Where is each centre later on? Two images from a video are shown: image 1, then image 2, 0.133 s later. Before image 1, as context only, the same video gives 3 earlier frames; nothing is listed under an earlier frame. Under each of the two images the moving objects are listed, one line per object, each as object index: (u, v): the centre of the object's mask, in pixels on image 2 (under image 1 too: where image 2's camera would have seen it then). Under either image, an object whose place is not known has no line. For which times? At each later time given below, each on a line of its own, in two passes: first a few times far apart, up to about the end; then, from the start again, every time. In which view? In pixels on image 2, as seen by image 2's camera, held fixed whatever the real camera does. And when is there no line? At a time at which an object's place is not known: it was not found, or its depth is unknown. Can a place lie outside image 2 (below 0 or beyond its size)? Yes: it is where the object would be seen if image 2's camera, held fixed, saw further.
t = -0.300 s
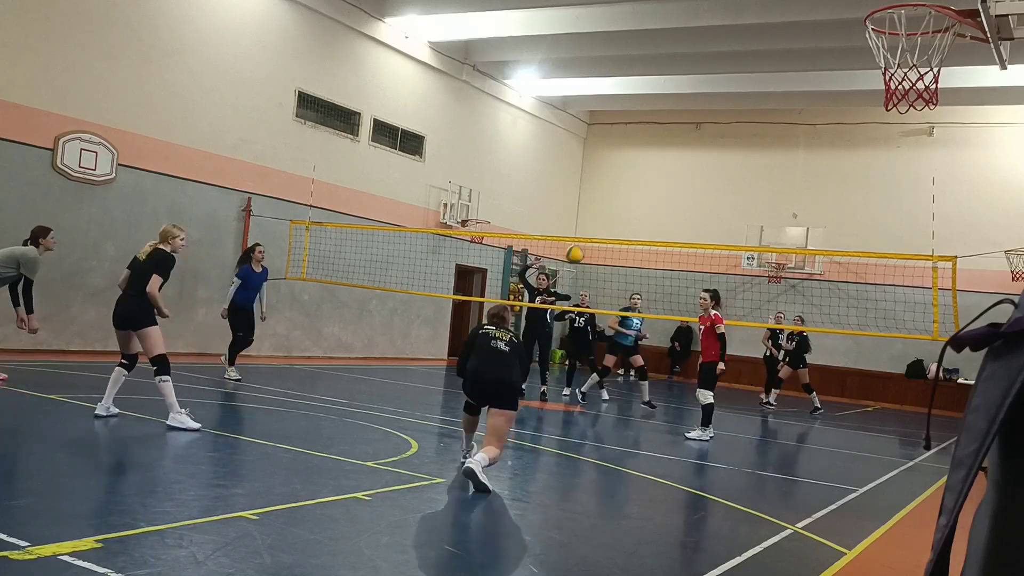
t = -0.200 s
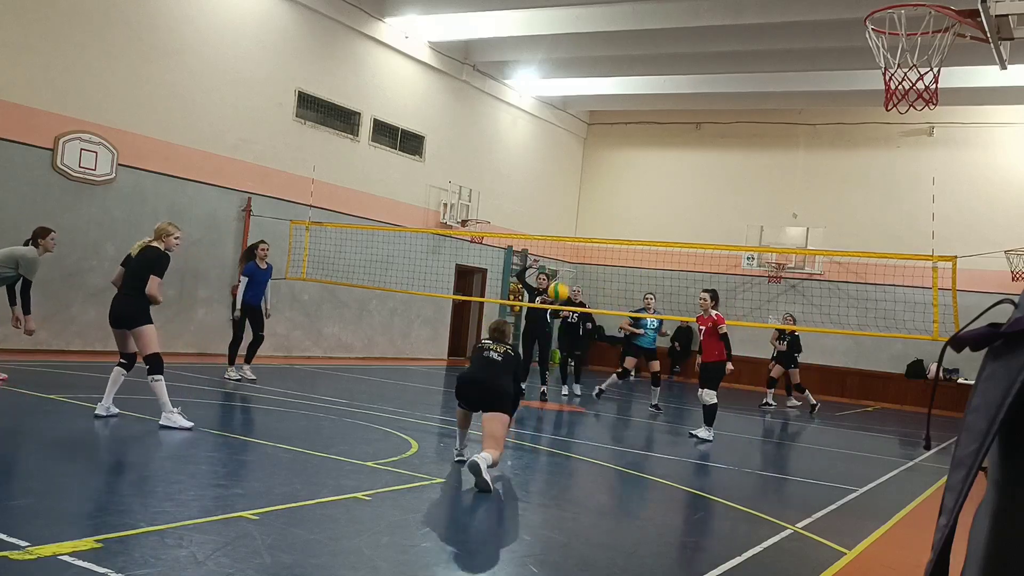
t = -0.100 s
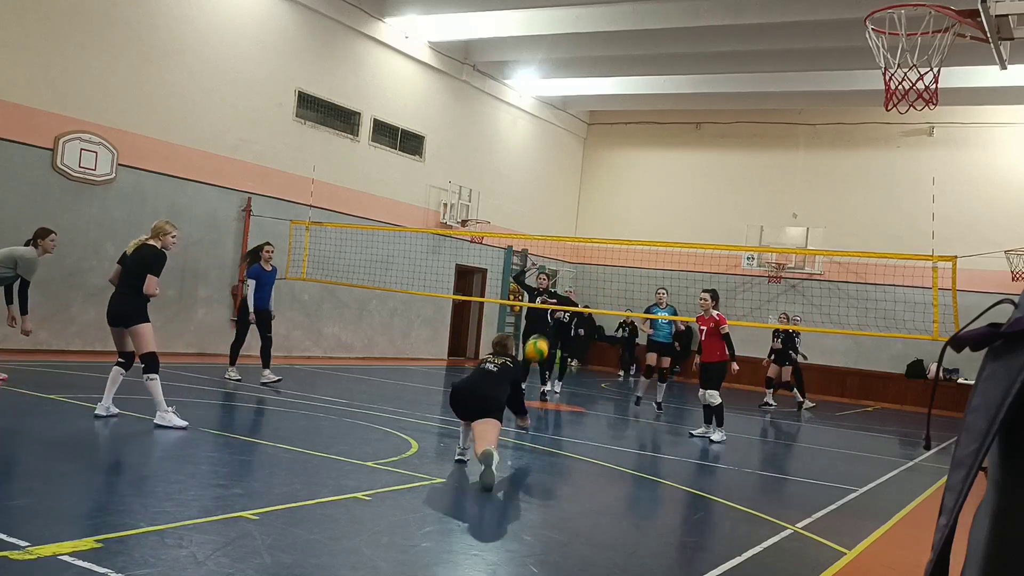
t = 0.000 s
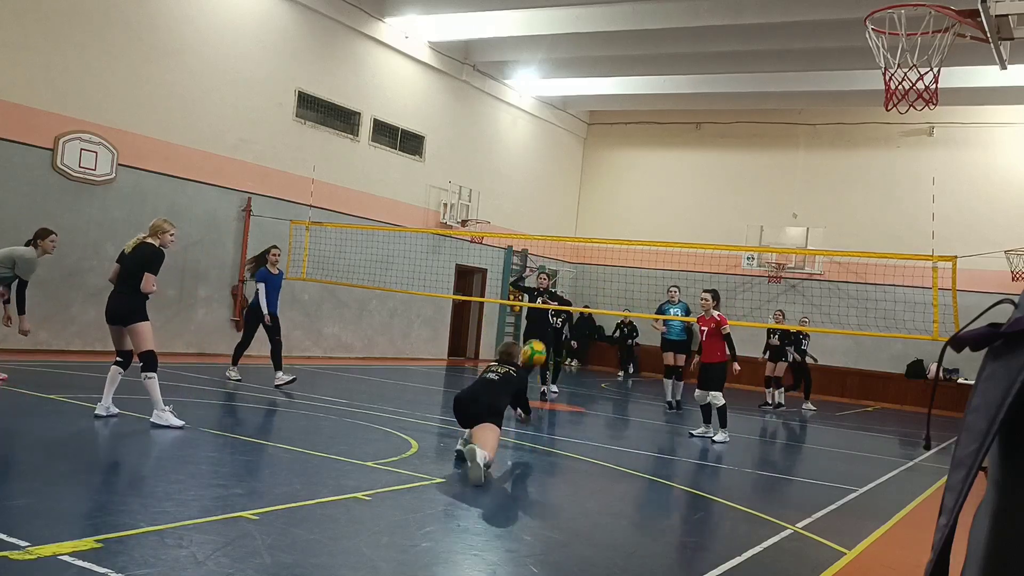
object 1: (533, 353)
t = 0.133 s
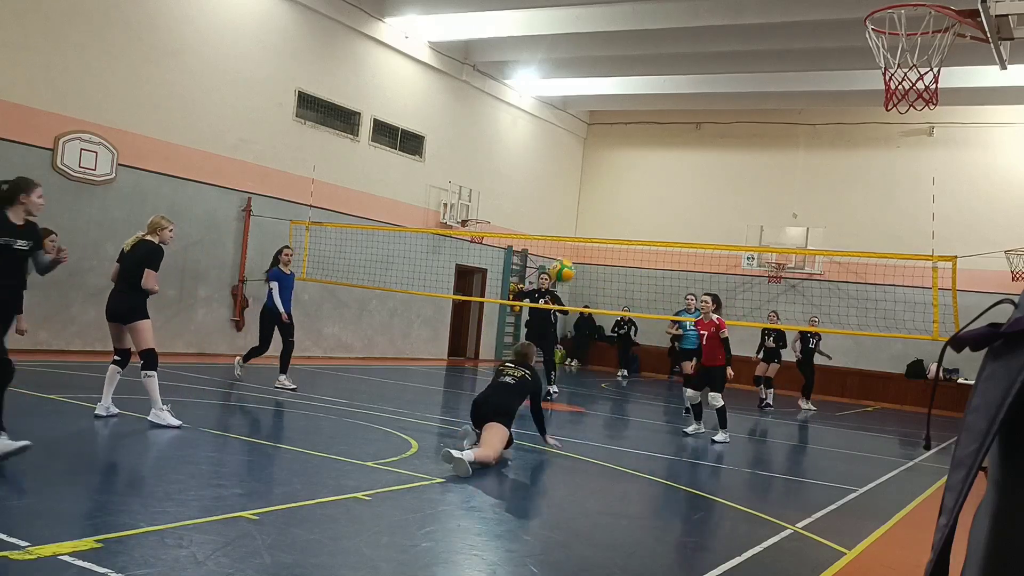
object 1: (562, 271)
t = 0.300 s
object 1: (592, 202)
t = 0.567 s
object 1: (630, 157)
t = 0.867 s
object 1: (660, 193)
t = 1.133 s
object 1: (677, 290)
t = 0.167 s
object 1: (568, 254)
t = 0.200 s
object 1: (574, 241)
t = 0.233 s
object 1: (581, 225)
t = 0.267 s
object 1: (586, 212)
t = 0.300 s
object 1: (592, 202)
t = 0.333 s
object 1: (597, 192)
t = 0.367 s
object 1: (603, 182)
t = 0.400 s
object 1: (607, 175)
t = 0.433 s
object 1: (612, 169)
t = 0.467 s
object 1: (617, 164)
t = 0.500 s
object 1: (621, 161)
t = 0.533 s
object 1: (625, 158)
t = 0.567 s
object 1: (630, 157)
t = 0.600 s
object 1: (634, 156)
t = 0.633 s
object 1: (637, 157)
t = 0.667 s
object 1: (641, 159)
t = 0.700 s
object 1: (644, 162)
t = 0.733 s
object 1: (648, 166)
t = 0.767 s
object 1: (651, 171)
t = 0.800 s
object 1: (654, 177)
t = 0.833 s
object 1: (656, 183)
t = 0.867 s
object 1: (660, 193)
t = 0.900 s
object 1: (662, 202)
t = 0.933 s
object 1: (664, 210)
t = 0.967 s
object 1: (667, 223)
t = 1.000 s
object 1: (669, 234)
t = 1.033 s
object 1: (672, 246)
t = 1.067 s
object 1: (673, 260)
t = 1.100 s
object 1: (675, 274)
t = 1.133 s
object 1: (677, 290)
